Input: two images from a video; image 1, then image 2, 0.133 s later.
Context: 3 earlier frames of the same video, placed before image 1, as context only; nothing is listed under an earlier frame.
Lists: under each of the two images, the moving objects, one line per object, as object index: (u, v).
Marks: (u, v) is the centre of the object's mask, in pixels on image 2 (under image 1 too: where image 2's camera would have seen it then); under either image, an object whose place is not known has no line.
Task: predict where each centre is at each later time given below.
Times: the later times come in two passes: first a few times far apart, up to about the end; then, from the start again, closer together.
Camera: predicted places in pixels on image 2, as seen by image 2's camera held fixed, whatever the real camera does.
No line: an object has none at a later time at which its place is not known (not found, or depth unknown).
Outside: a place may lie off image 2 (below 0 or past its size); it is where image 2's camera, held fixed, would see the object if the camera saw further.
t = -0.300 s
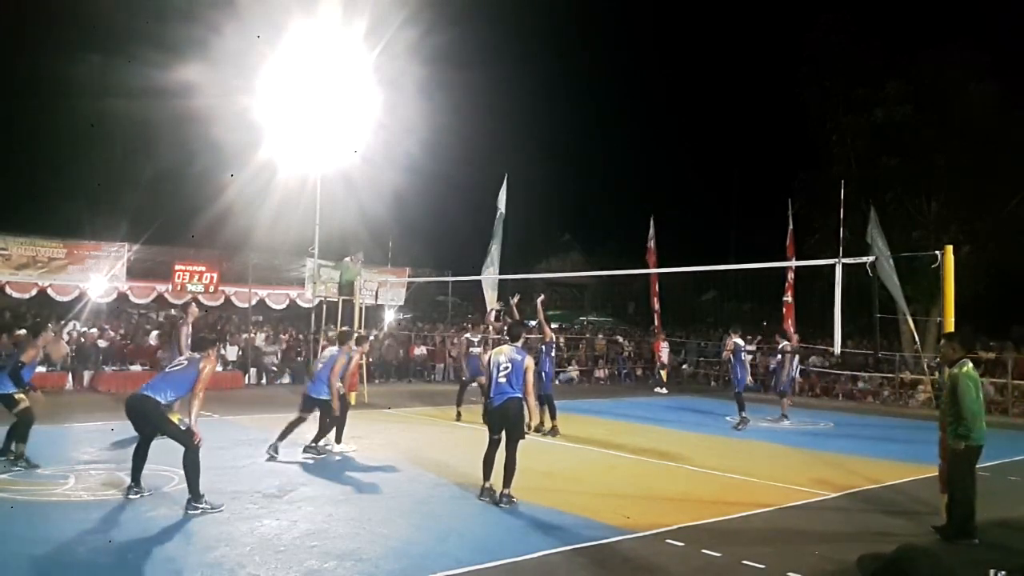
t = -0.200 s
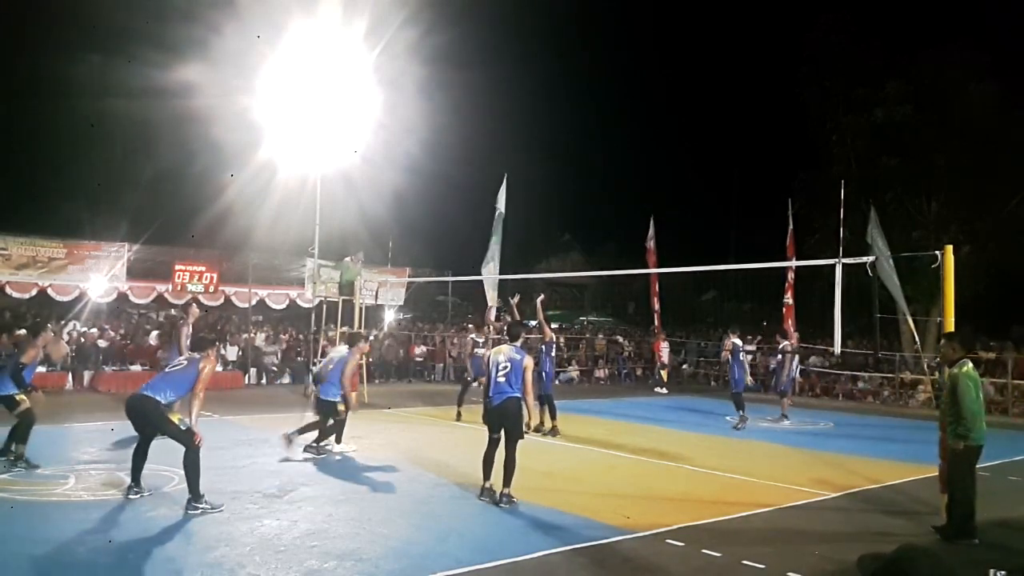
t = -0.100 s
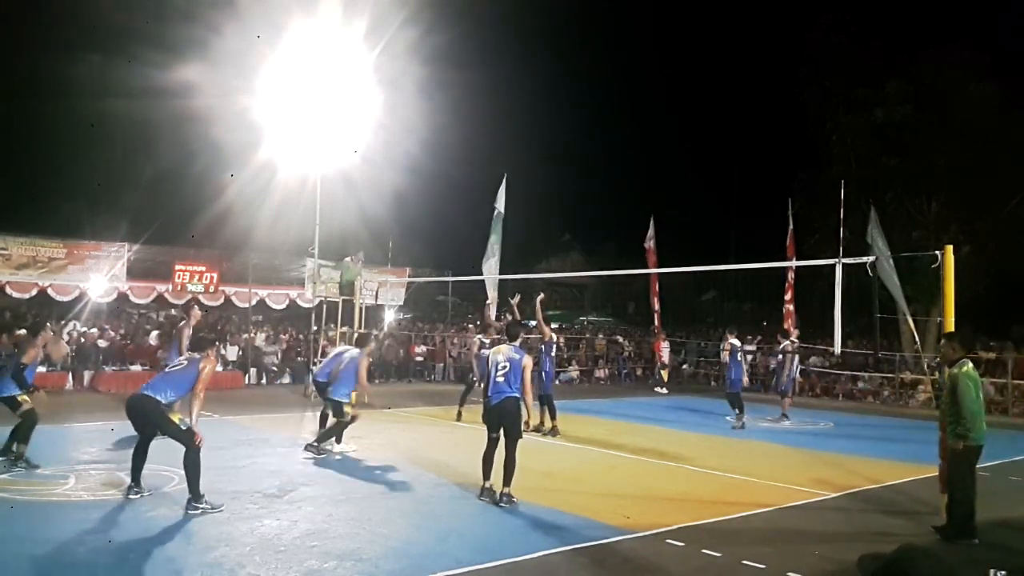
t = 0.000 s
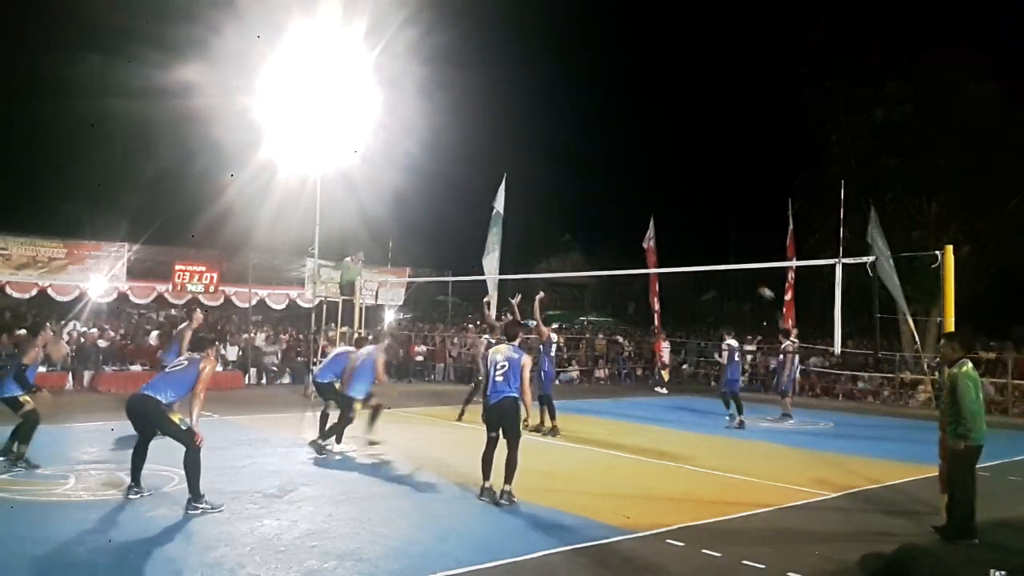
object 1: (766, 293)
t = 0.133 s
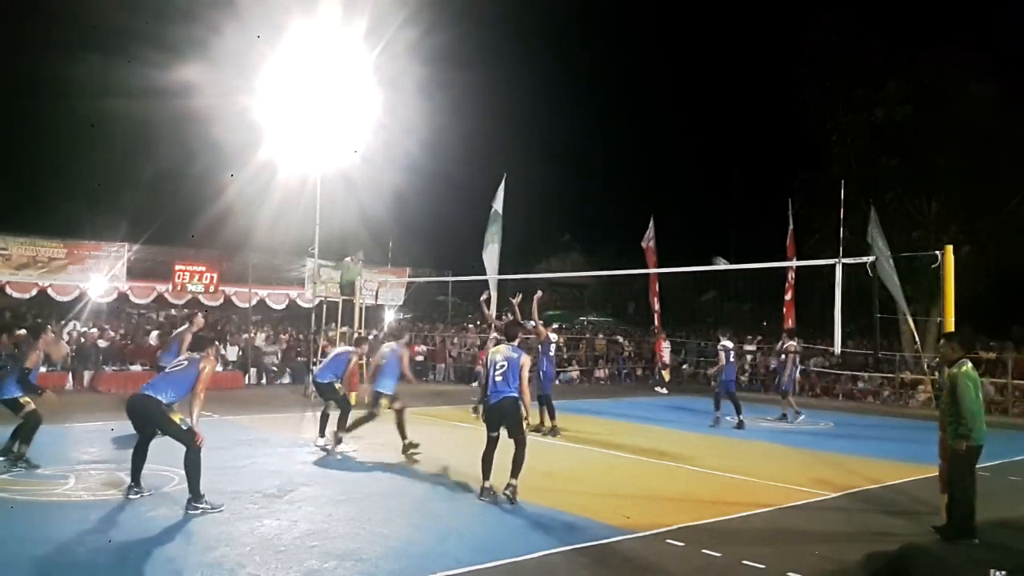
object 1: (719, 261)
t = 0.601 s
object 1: (522, 196)
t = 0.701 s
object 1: (468, 193)
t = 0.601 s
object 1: (522, 196)
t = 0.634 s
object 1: (508, 195)
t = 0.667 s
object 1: (486, 193)
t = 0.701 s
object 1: (468, 193)
